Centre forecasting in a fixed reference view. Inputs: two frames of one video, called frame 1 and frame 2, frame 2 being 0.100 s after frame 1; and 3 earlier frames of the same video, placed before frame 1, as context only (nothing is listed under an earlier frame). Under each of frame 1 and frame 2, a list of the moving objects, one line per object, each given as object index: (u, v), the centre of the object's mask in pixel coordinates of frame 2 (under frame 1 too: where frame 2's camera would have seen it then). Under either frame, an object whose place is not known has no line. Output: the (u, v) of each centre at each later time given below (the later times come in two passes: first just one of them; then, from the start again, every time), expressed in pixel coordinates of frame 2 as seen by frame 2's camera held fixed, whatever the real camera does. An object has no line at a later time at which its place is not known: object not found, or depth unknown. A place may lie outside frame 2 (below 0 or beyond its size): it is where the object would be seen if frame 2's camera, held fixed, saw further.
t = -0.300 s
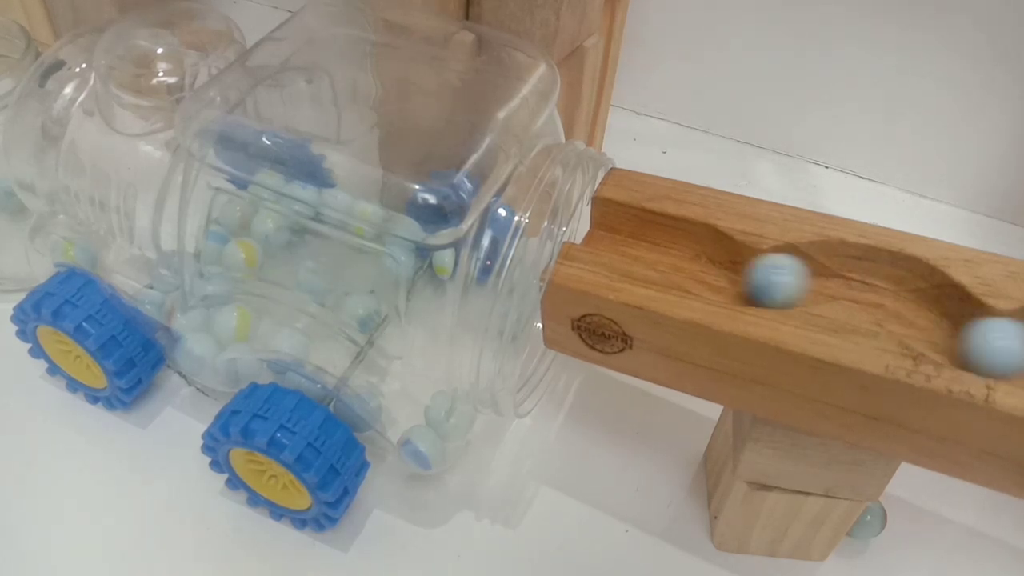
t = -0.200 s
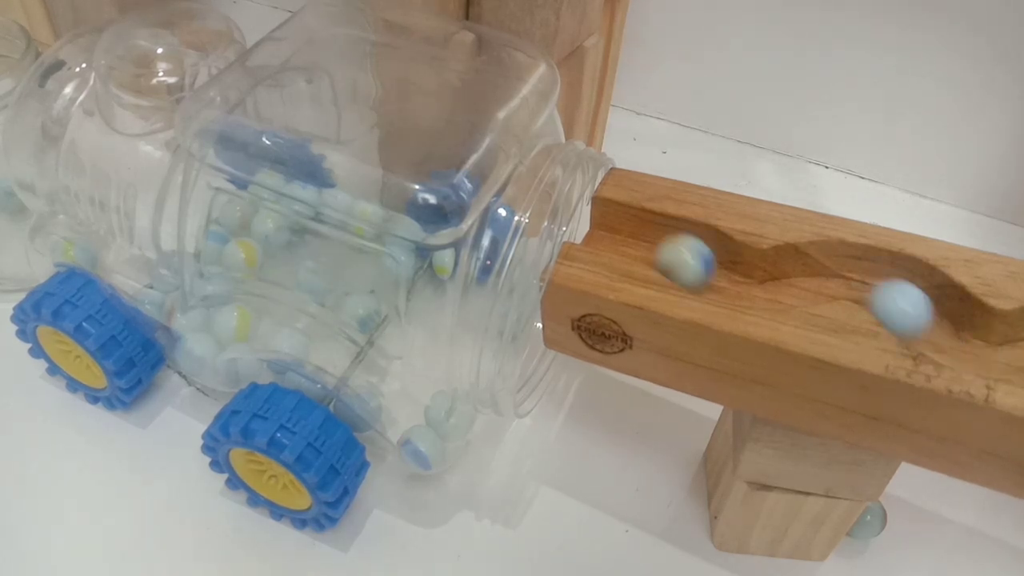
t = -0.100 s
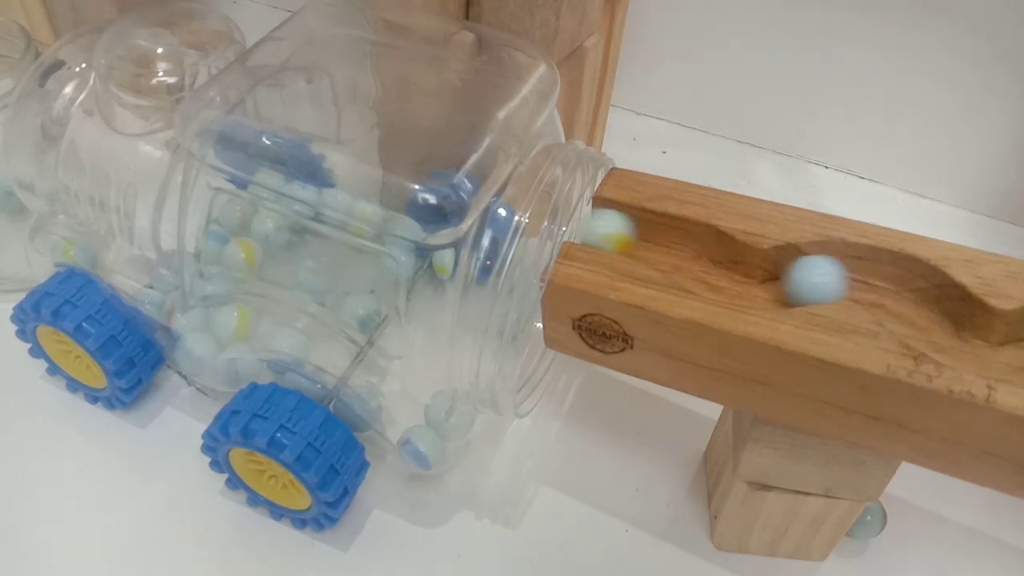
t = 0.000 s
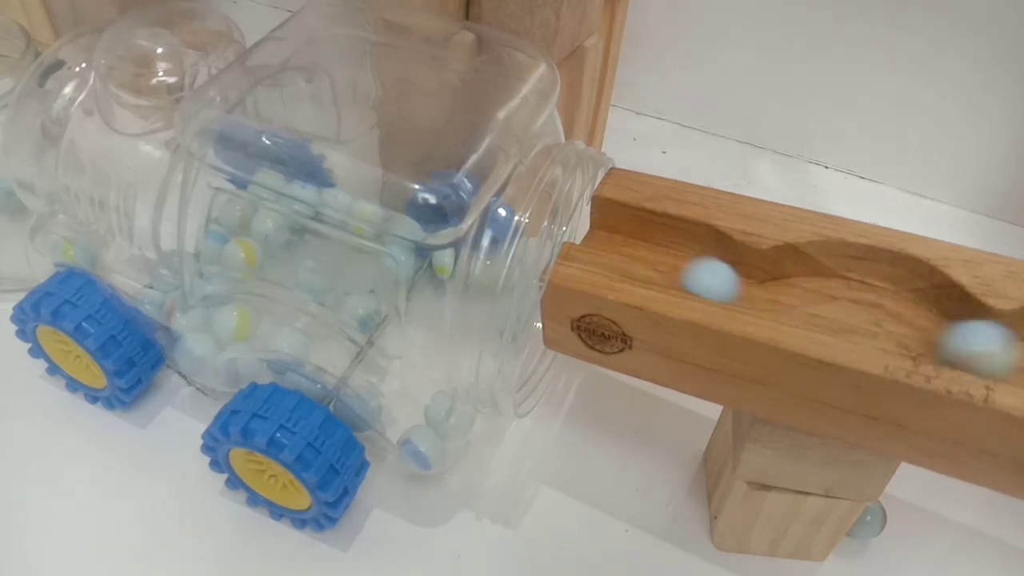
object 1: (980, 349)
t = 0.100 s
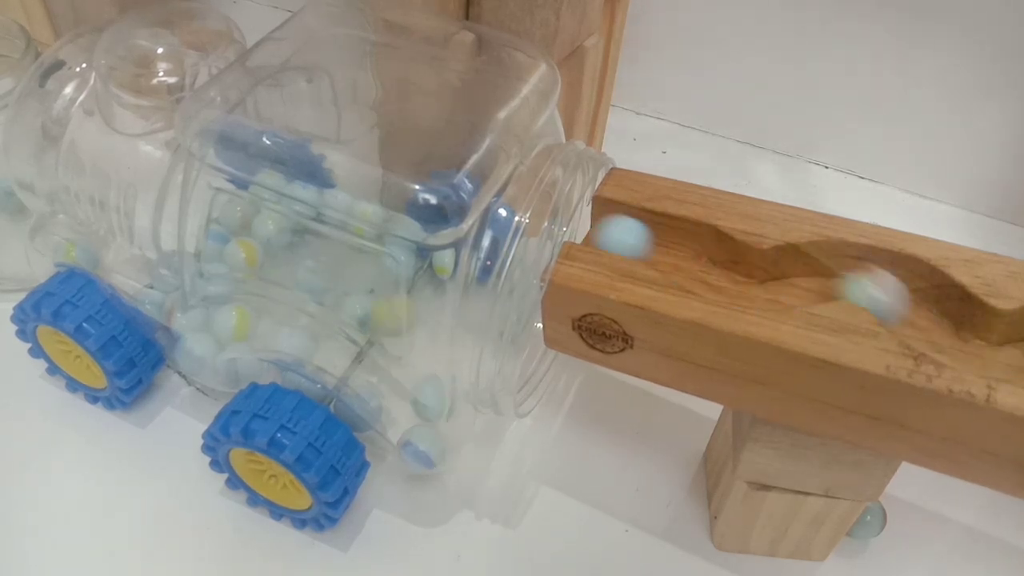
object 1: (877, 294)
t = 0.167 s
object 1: (803, 280)
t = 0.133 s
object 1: (831, 275)
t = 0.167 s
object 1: (803, 280)
